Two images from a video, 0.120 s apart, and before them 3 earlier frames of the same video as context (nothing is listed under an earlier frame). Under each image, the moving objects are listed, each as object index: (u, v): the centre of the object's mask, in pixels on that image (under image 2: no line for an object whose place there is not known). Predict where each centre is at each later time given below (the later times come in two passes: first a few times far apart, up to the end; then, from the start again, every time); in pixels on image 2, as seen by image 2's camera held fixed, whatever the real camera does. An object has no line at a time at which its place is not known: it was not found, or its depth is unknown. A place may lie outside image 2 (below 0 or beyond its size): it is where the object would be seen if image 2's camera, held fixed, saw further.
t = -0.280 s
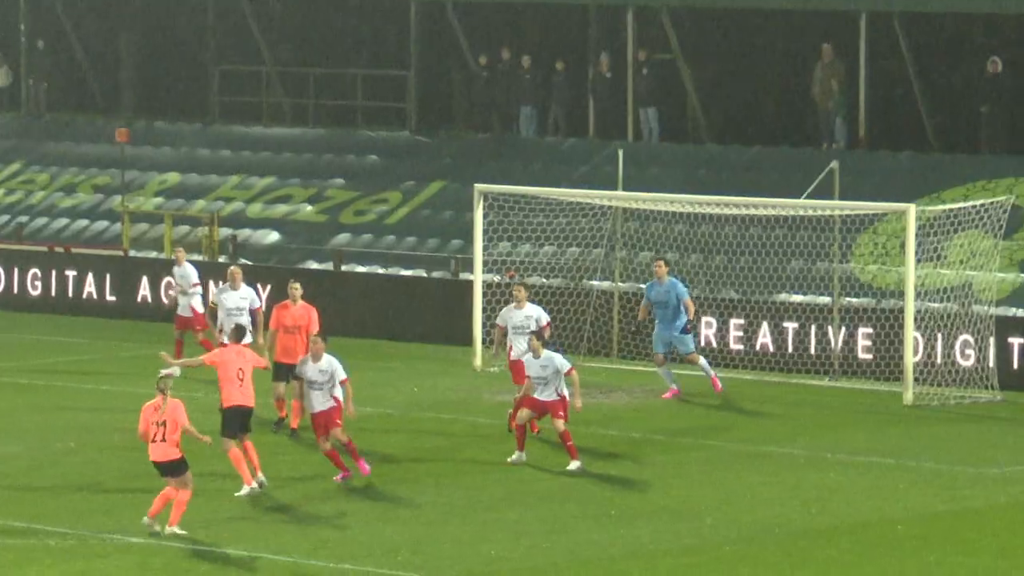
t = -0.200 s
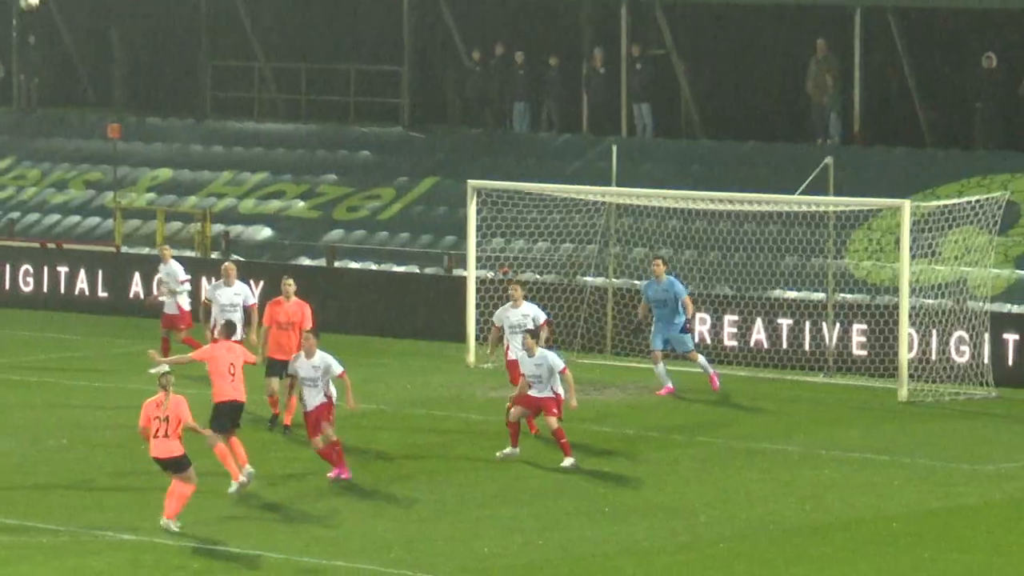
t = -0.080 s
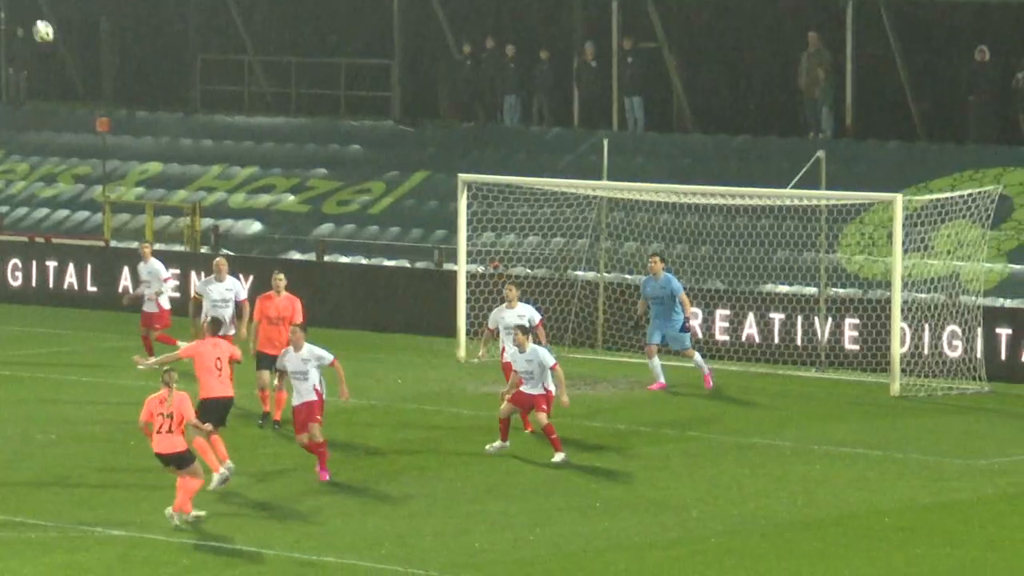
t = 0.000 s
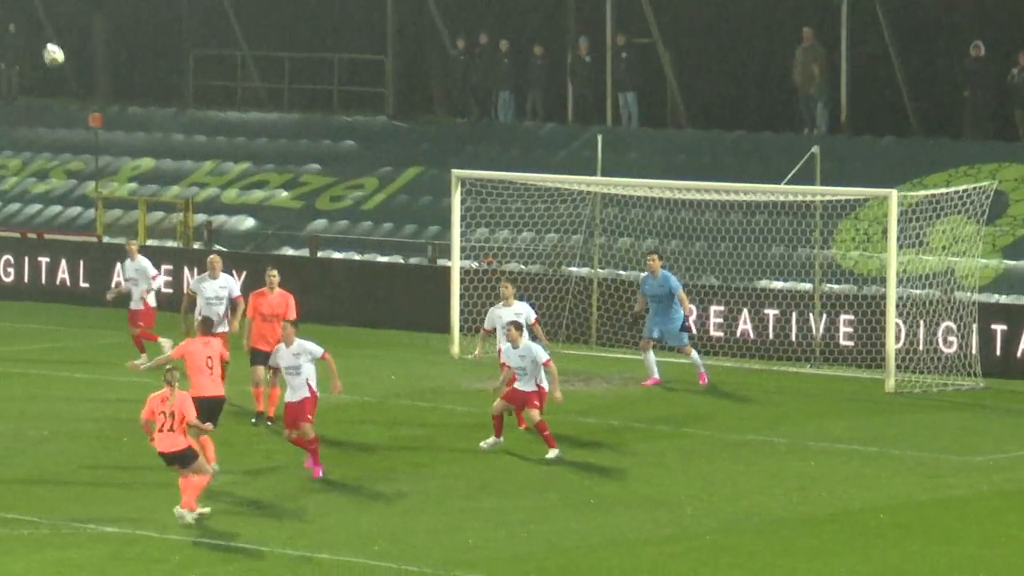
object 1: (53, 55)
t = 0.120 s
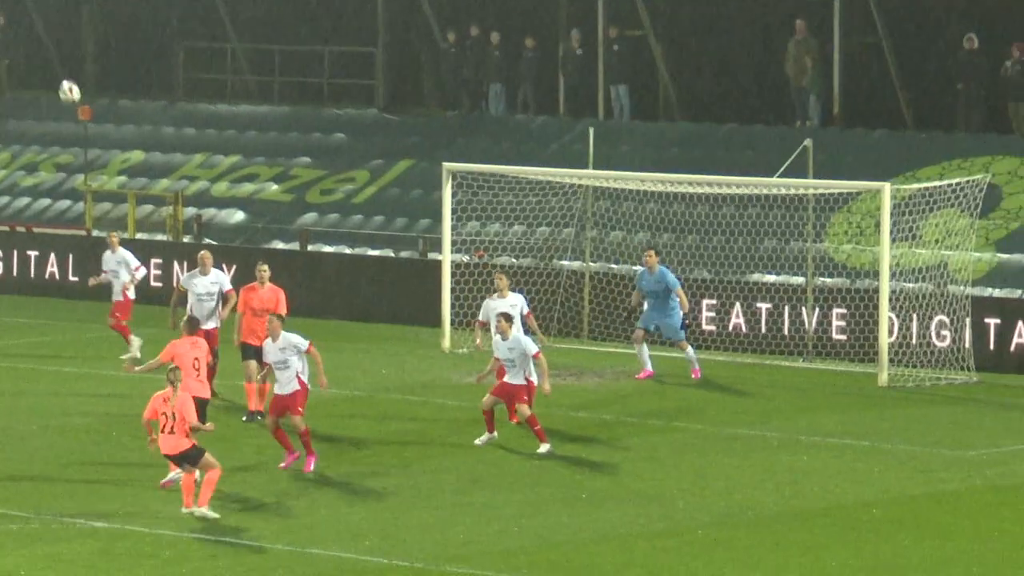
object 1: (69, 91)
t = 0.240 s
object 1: (96, 138)
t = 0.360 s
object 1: (124, 188)
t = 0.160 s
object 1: (79, 108)
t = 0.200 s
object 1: (87, 123)
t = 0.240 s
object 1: (96, 138)
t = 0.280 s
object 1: (105, 155)
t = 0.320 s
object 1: (115, 172)
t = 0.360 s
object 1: (124, 188)
